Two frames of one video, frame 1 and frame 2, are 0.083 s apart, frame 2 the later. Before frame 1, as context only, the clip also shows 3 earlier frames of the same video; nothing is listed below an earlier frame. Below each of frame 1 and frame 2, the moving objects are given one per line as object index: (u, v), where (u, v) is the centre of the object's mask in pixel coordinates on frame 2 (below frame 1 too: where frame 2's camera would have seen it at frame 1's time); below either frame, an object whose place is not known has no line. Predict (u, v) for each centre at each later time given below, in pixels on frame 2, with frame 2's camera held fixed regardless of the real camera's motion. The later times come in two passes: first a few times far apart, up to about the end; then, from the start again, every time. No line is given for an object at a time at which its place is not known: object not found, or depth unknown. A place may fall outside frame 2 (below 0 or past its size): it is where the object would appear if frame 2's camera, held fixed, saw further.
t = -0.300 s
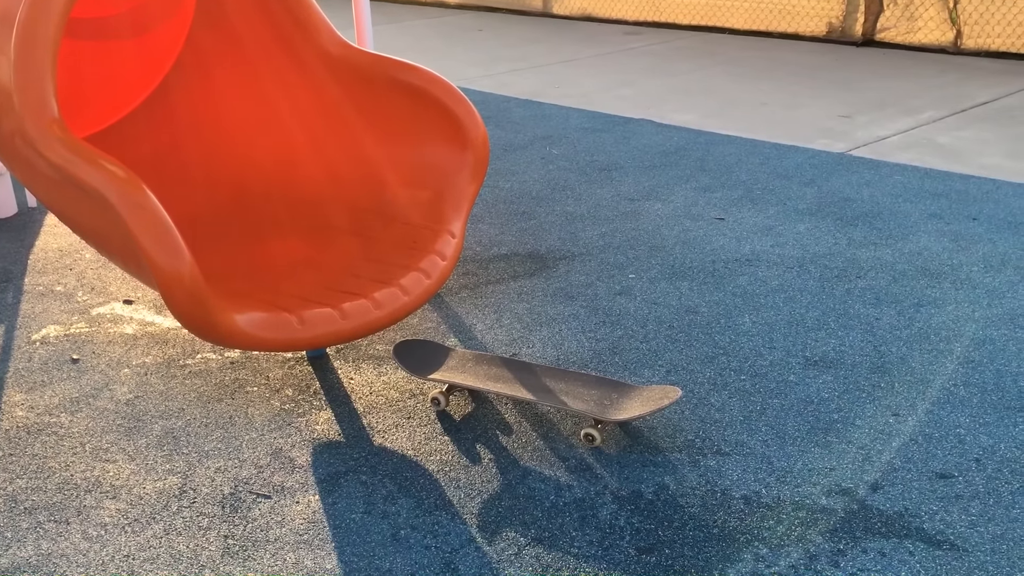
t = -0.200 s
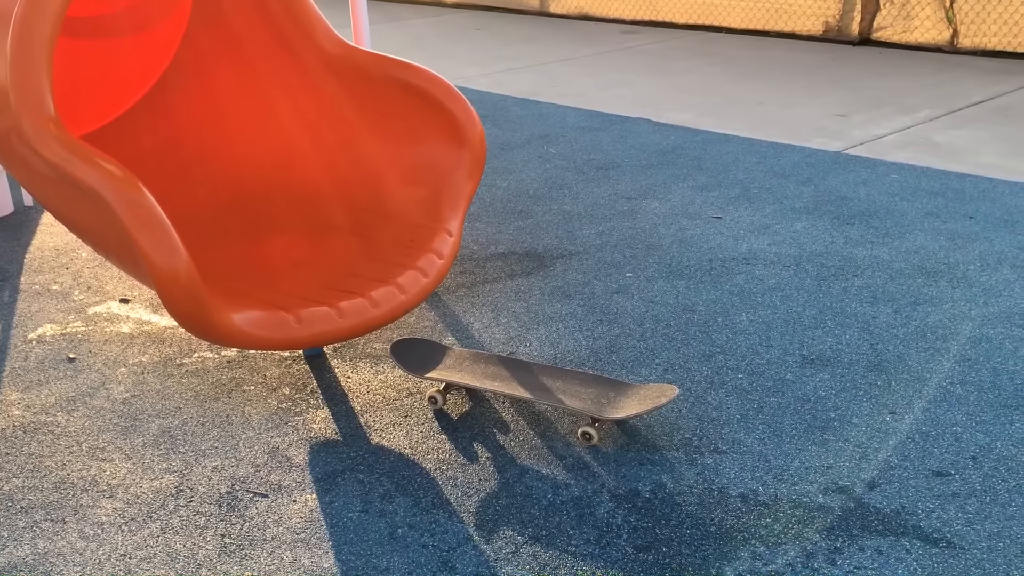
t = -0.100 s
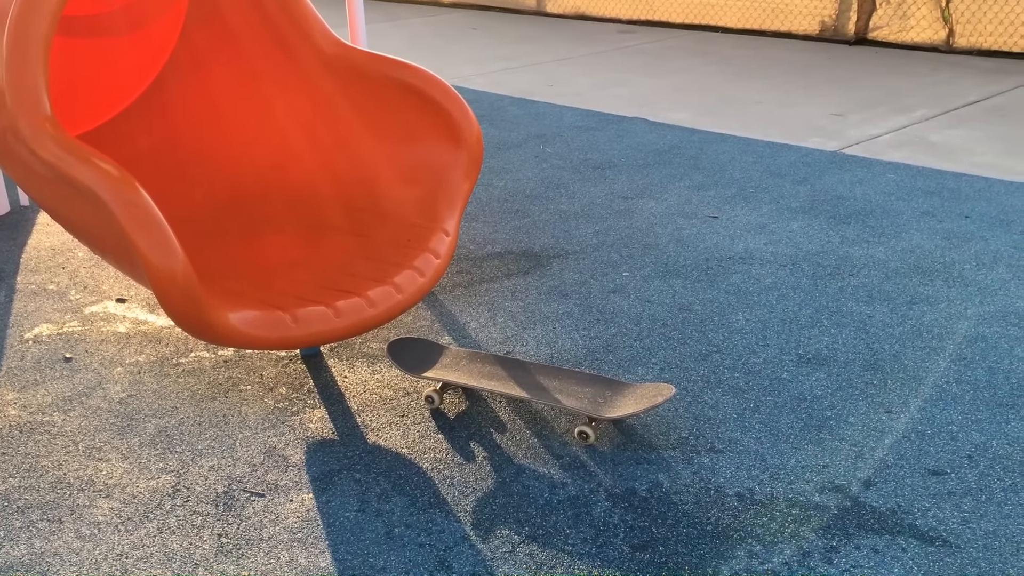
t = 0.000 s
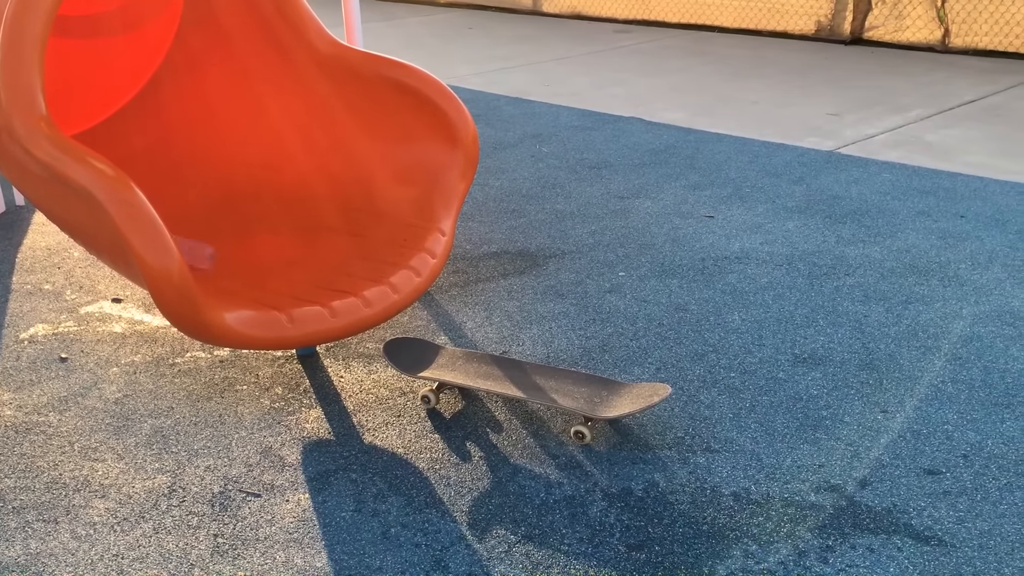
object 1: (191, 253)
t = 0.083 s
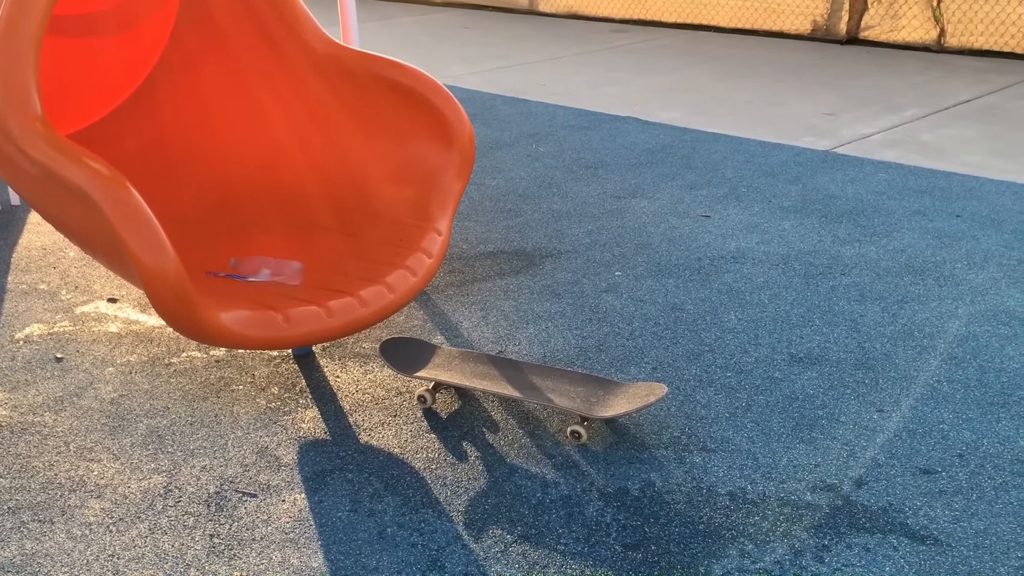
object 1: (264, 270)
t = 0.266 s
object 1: (466, 300)
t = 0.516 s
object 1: (696, 364)
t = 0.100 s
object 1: (282, 273)
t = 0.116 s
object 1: (301, 275)
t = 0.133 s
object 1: (319, 276)
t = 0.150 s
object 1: (336, 277)
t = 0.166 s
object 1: (352, 278)
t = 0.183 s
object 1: (371, 279)
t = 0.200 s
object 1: (388, 281)
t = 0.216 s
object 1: (406, 285)
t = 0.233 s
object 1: (425, 289)
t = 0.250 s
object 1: (448, 293)
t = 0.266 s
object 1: (466, 300)
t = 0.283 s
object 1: (483, 308)
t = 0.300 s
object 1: (500, 315)
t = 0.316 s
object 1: (519, 324)
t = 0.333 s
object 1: (536, 333)
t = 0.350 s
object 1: (553, 340)
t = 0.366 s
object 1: (577, 338)
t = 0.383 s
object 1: (602, 338)
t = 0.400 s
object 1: (618, 340)
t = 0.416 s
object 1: (631, 342)
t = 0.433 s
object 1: (645, 347)
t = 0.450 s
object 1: (656, 350)
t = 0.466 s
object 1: (666, 353)
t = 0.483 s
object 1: (676, 355)
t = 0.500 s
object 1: (686, 359)
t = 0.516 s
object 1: (696, 364)
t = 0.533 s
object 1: (706, 371)
